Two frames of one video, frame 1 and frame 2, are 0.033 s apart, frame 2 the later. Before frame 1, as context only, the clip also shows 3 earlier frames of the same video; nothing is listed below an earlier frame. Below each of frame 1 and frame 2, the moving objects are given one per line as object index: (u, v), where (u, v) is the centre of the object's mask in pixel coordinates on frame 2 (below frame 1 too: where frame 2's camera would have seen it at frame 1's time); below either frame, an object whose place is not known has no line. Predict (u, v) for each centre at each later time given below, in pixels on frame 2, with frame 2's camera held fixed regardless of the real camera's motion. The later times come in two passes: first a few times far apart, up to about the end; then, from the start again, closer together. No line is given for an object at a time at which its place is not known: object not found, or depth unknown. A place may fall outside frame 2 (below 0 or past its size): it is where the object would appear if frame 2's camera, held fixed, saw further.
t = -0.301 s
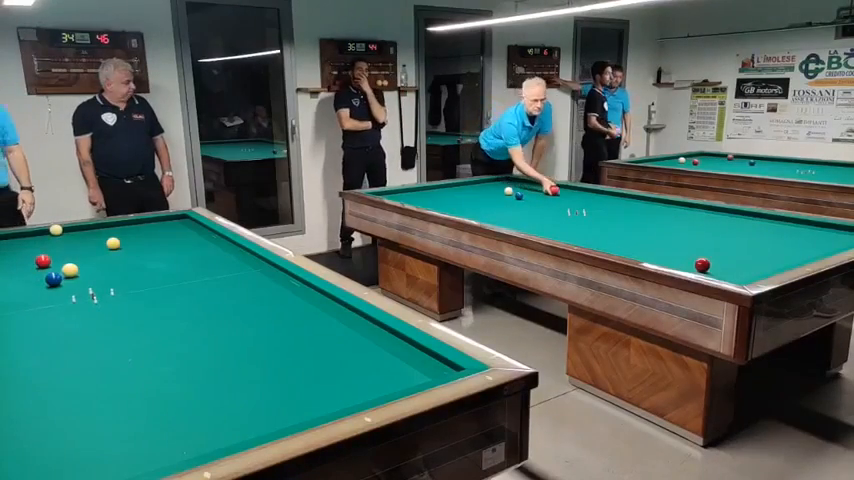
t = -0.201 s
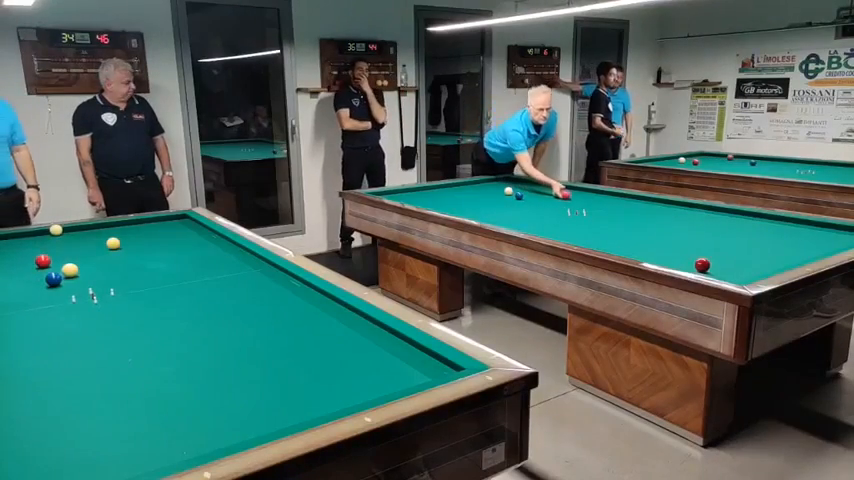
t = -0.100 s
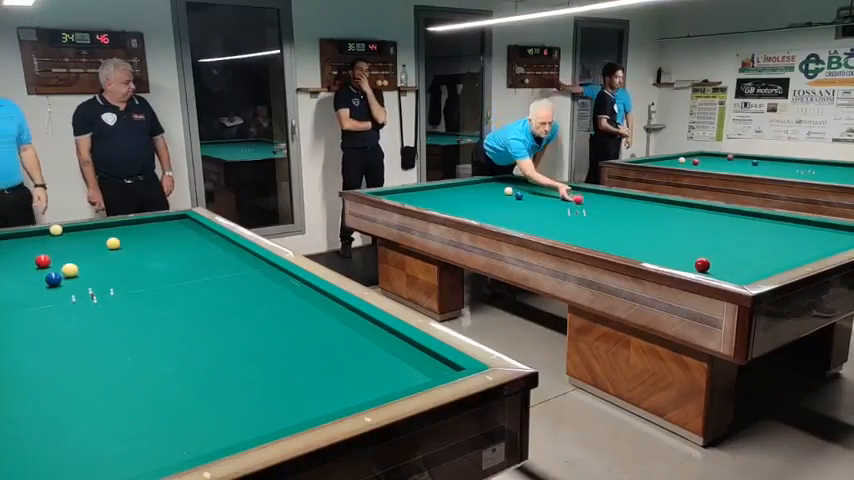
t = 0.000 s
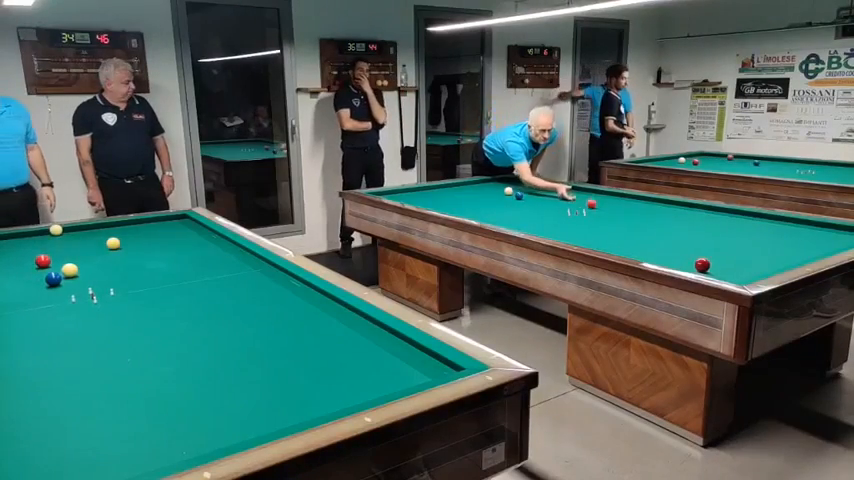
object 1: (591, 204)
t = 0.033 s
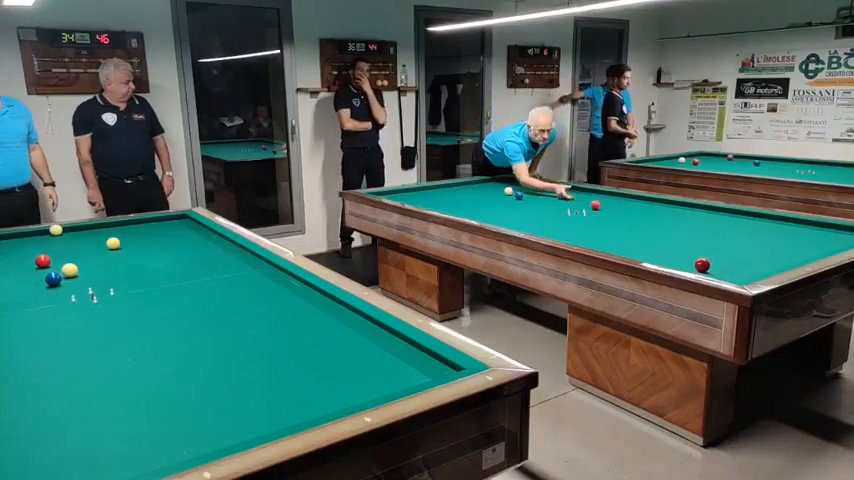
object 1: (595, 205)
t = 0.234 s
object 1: (621, 213)
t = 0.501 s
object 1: (660, 225)
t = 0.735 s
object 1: (701, 239)
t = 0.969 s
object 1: (750, 255)
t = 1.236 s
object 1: (745, 260)
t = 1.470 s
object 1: (693, 253)
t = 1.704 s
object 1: (653, 249)
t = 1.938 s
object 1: (616, 245)
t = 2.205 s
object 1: (577, 239)
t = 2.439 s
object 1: (555, 235)
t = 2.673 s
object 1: (540, 230)
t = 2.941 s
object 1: (525, 226)
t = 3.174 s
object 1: (514, 222)
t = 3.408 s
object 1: (503, 218)
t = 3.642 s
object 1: (493, 215)
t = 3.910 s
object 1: (483, 211)
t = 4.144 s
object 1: (475, 207)
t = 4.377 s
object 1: (467, 204)
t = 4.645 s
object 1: (459, 201)
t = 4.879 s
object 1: (452, 199)
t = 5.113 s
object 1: (446, 196)
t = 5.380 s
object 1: (440, 194)
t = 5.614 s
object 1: (435, 192)
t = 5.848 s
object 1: (430, 190)
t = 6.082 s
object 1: (425, 188)
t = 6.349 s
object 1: (427, 188)
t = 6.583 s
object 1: (434, 188)
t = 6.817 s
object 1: (441, 188)
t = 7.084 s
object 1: (447, 189)
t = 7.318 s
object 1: (453, 189)
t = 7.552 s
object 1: (459, 190)
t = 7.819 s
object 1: (465, 190)
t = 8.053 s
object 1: (470, 190)
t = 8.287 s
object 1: (475, 191)
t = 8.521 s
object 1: (480, 192)
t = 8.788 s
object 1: (485, 192)
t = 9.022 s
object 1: (489, 192)
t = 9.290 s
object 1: (493, 192)
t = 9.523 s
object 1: (497, 193)
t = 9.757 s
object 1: (500, 193)
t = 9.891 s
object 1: (502, 193)
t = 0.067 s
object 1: (599, 206)
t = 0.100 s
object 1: (604, 207)
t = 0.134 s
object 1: (608, 209)
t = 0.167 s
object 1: (613, 210)
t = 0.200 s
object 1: (617, 212)
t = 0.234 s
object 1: (621, 213)
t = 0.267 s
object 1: (626, 215)
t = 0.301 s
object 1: (630, 216)
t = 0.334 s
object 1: (635, 217)
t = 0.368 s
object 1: (640, 219)
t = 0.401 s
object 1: (645, 220)
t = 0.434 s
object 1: (649, 222)
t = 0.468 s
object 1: (655, 224)
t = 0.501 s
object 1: (660, 225)
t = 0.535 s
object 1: (665, 227)
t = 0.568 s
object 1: (671, 229)
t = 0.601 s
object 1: (676, 231)
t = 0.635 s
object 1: (682, 233)
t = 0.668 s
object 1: (688, 234)
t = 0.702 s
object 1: (694, 236)
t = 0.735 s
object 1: (701, 239)
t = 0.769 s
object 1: (707, 241)
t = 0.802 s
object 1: (714, 243)
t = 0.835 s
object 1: (721, 245)
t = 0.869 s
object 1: (728, 247)
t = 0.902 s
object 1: (735, 250)
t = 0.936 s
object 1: (742, 252)
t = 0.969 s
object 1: (750, 255)
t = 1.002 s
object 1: (758, 257)
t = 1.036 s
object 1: (766, 260)
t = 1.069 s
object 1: (774, 262)
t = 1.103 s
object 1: (781, 262)
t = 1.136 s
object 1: (773, 263)
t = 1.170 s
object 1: (763, 263)
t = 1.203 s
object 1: (754, 261)
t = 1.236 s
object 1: (745, 260)
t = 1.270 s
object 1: (736, 259)
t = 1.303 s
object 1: (728, 258)
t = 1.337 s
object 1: (720, 257)
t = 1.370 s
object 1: (713, 256)
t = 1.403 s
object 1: (706, 253)
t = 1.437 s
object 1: (699, 253)
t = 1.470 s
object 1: (693, 253)
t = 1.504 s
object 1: (687, 253)
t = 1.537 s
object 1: (681, 252)
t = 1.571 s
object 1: (675, 252)
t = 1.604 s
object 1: (670, 251)
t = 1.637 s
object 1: (664, 251)
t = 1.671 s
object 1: (659, 250)
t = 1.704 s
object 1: (653, 249)
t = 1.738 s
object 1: (648, 249)
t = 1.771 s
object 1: (642, 248)
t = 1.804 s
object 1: (637, 248)
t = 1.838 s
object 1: (632, 247)
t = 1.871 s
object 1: (626, 247)
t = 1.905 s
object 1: (621, 246)
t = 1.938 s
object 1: (616, 245)
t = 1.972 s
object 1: (611, 245)
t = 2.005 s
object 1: (606, 244)
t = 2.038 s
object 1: (601, 243)
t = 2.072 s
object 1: (596, 242)
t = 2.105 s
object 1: (591, 242)
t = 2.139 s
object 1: (587, 241)
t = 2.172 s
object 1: (582, 240)
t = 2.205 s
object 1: (577, 239)
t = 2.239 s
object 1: (573, 239)
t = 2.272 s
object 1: (569, 238)
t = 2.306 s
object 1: (564, 238)
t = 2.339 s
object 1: (561, 237)
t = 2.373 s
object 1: (559, 236)
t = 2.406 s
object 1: (557, 235)
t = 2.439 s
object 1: (555, 235)
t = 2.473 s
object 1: (552, 234)
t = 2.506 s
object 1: (550, 234)
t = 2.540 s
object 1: (549, 233)
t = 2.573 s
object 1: (546, 232)
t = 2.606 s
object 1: (544, 231)
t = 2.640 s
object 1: (542, 231)
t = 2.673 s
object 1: (540, 230)
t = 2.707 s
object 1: (538, 230)
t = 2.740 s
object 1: (537, 229)
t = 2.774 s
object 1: (534, 229)
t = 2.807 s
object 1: (533, 228)
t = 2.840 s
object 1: (531, 227)
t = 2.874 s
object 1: (529, 227)
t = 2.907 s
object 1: (527, 226)
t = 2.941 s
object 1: (525, 226)
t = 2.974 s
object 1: (524, 225)
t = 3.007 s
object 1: (522, 225)
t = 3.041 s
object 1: (520, 224)
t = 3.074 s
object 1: (519, 224)
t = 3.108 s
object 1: (517, 223)
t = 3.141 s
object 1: (516, 222)
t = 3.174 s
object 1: (514, 222)
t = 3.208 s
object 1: (512, 221)
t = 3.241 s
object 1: (510, 221)
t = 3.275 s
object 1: (509, 220)
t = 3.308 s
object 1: (507, 220)
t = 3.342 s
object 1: (506, 219)
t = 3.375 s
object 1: (505, 219)
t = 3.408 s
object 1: (503, 218)
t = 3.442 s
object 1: (502, 218)
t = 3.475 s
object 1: (500, 217)
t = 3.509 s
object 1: (499, 216)
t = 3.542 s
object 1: (497, 216)
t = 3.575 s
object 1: (496, 215)
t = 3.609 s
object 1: (495, 215)
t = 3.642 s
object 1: (493, 215)
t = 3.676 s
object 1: (492, 214)
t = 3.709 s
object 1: (491, 213)
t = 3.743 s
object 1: (489, 213)
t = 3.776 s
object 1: (488, 213)
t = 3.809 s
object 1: (487, 212)
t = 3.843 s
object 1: (486, 212)
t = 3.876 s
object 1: (484, 211)
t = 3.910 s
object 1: (483, 211)
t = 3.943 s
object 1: (482, 210)
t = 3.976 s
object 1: (481, 210)
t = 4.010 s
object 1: (480, 209)
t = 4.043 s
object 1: (478, 209)
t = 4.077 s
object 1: (477, 208)
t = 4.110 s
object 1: (476, 208)
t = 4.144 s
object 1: (475, 207)
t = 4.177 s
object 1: (474, 207)
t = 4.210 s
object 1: (472, 207)
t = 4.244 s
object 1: (471, 206)
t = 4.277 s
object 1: (470, 206)
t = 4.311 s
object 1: (469, 205)
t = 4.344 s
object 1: (468, 205)
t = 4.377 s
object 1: (467, 204)
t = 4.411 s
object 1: (466, 204)
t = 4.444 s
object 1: (465, 204)
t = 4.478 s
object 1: (464, 203)
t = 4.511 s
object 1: (463, 203)
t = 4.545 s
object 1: (462, 202)
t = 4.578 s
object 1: (461, 202)
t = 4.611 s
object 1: (460, 202)
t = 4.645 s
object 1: (459, 201)
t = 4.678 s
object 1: (458, 201)
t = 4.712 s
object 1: (457, 200)
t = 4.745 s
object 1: (456, 200)
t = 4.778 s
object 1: (455, 200)
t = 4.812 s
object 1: (454, 200)
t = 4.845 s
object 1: (453, 199)
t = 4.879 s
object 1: (452, 199)
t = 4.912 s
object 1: (452, 198)
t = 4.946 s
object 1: (451, 198)
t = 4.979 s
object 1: (450, 198)
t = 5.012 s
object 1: (449, 197)
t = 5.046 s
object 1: (448, 197)
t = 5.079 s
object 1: (447, 197)
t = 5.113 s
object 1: (446, 196)
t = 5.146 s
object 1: (446, 196)
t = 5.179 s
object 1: (445, 196)
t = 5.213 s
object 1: (444, 196)
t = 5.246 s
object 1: (443, 195)
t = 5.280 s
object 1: (442, 195)
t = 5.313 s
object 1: (441, 194)
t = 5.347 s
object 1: (441, 194)
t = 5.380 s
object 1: (440, 194)
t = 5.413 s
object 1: (439, 194)
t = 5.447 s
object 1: (438, 193)
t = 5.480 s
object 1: (437, 193)
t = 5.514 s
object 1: (437, 193)
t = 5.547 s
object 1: (436, 192)
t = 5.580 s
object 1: (435, 192)
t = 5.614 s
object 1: (435, 192)
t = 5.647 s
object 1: (434, 192)
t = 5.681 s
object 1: (433, 191)
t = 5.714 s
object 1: (432, 191)
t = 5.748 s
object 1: (432, 191)
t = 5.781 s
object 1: (431, 191)
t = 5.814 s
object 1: (430, 190)
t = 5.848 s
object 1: (430, 190)
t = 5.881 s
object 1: (429, 190)
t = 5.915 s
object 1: (428, 189)
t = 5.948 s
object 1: (428, 189)
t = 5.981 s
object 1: (427, 189)
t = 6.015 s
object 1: (426, 188)
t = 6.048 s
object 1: (426, 188)
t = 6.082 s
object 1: (425, 188)
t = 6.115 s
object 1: (424, 188)
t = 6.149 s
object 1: (423, 188)
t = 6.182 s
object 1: (423, 187)
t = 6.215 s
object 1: (424, 188)
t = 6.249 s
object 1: (425, 187)
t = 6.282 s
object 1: (426, 187)
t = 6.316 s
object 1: (426, 187)
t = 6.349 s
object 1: (427, 188)
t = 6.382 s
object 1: (428, 188)
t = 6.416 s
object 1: (429, 188)
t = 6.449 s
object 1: (430, 188)
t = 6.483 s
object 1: (431, 188)
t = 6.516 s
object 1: (432, 188)
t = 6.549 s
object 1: (433, 188)
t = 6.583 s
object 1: (434, 188)
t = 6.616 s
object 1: (435, 188)
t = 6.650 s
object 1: (436, 188)
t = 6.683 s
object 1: (437, 188)
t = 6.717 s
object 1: (438, 188)
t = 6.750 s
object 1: (438, 188)
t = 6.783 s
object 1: (440, 188)
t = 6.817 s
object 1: (441, 188)
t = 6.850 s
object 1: (441, 188)
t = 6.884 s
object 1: (442, 188)
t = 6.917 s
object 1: (443, 189)
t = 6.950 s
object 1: (444, 189)
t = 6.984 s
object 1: (445, 189)
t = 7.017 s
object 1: (445, 189)
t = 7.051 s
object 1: (446, 189)
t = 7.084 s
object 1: (447, 189)
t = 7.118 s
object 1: (448, 189)
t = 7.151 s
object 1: (449, 189)
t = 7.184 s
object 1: (450, 189)
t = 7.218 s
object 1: (451, 189)
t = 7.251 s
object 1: (451, 189)
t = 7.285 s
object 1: (452, 189)
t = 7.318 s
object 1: (453, 189)
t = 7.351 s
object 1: (454, 189)
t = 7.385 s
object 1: (455, 190)
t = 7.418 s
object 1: (456, 190)
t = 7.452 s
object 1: (456, 190)
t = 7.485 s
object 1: (458, 190)
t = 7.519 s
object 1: (458, 190)
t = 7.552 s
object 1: (459, 190)
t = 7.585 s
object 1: (460, 190)
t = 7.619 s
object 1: (460, 190)
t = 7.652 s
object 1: (461, 190)
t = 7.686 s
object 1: (462, 190)
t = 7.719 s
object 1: (463, 190)
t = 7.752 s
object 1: (463, 190)
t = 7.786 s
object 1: (464, 190)
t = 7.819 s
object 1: (465, 190)
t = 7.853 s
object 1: (466, 190)
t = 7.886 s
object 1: (467, 190)
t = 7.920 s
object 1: (467, 190)
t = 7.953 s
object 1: (468, 191)
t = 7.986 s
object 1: (469, 190)
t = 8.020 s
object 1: (469, 191)
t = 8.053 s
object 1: (470, 190)
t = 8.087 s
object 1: (470, 191)
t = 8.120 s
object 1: (471, 191)
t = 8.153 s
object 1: (472, 191)
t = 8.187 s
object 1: (473, 191)
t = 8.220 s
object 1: (474, 191)
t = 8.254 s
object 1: (474, 191)
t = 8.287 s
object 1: (475, 191)
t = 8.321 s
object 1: (476, 191)
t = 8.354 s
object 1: (476, 191)
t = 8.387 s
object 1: (477, 191)
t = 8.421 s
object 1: (478, 191)
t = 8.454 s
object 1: (479, 191)
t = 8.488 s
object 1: (479, 191)
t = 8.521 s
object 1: (480, 192)
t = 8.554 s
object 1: (481, 192)
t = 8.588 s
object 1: (481, 192)
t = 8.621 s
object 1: (482, 192)
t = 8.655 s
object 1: (483, 192)
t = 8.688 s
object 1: (483, 192)
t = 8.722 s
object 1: (484, 192)
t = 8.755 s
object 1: (485, 192)
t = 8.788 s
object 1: (485, 192)
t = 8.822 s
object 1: (486, 192)
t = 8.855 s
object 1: (486, 192)
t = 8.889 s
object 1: (487, 192)
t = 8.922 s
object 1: (487, 192)
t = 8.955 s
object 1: (488, 192)
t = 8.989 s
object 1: (488, 192)
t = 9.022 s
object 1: (489, 192)
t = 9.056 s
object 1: (490, 192)
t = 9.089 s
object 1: (490, 192)
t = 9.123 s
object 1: (491, 192)
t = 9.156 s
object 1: (491, 192)
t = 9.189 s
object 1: (492, 192)
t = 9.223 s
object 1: (493, 192)
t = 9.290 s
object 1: (493, 192)
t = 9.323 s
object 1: (494, 193)
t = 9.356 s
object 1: (494, 193)
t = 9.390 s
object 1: (495, 193)
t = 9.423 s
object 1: (496, 193)
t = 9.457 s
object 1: (496, 193)
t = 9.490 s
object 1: (497, 193)
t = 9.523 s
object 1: (497, 193)
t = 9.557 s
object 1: (498, 193)
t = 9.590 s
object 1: (499, 193)
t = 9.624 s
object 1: (499, 193)
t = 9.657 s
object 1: (499, 193)
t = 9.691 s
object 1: (500, 193)
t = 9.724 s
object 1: (500, 193)
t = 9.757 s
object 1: (500, 193)
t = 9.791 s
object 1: (501, 193)
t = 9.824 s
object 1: (501, 193)
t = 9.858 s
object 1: (501, 193)
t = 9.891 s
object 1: (502, 193)
